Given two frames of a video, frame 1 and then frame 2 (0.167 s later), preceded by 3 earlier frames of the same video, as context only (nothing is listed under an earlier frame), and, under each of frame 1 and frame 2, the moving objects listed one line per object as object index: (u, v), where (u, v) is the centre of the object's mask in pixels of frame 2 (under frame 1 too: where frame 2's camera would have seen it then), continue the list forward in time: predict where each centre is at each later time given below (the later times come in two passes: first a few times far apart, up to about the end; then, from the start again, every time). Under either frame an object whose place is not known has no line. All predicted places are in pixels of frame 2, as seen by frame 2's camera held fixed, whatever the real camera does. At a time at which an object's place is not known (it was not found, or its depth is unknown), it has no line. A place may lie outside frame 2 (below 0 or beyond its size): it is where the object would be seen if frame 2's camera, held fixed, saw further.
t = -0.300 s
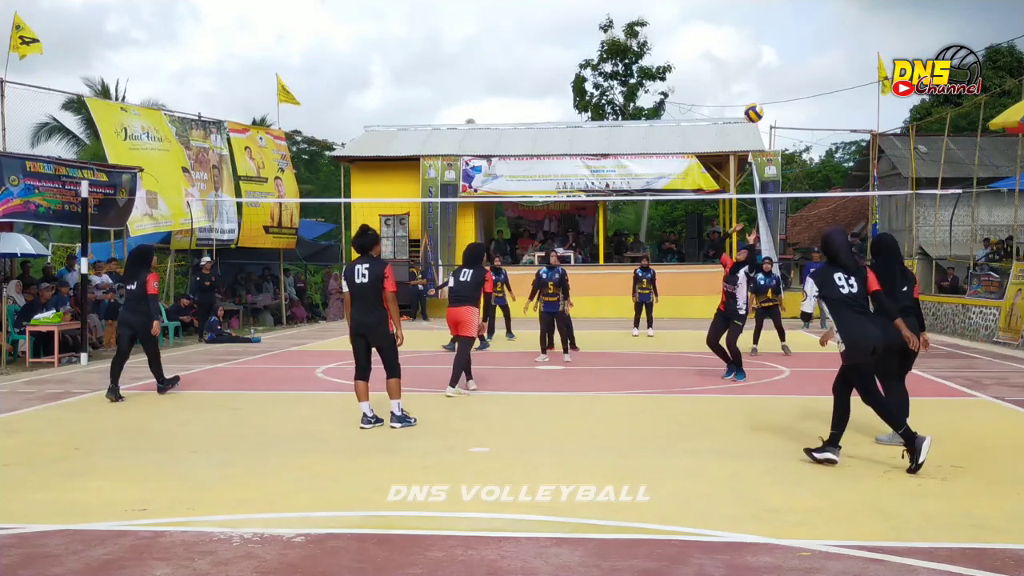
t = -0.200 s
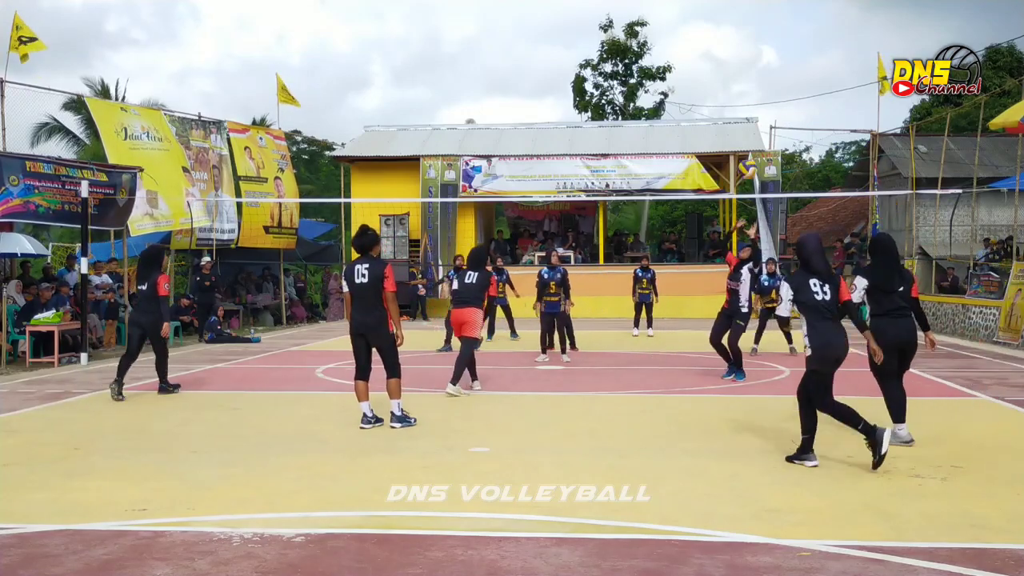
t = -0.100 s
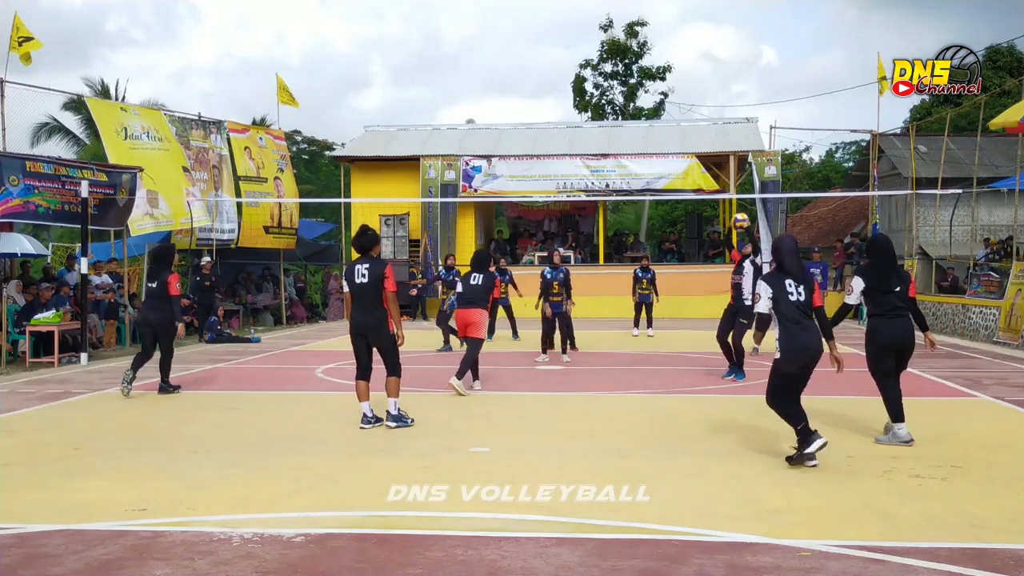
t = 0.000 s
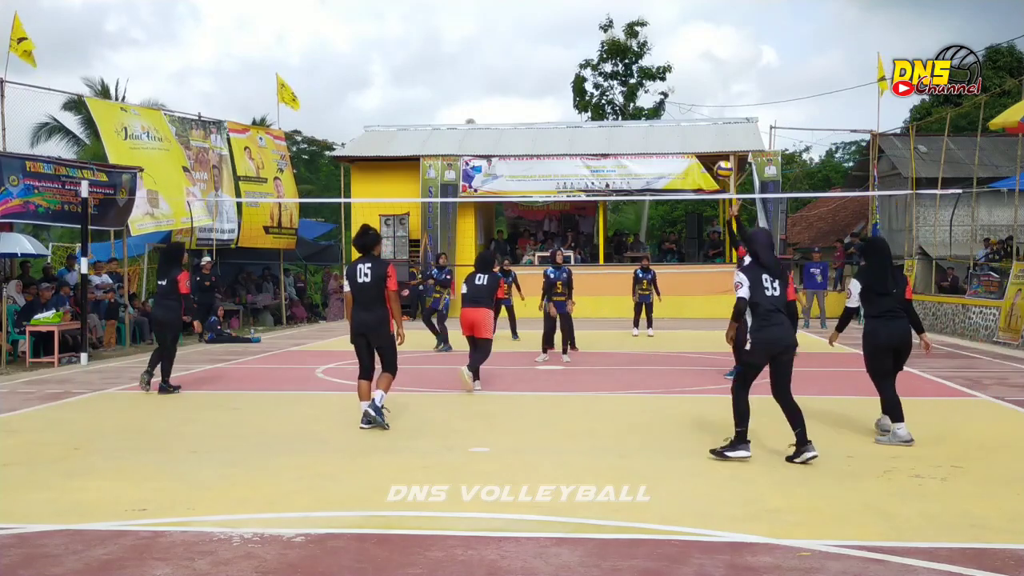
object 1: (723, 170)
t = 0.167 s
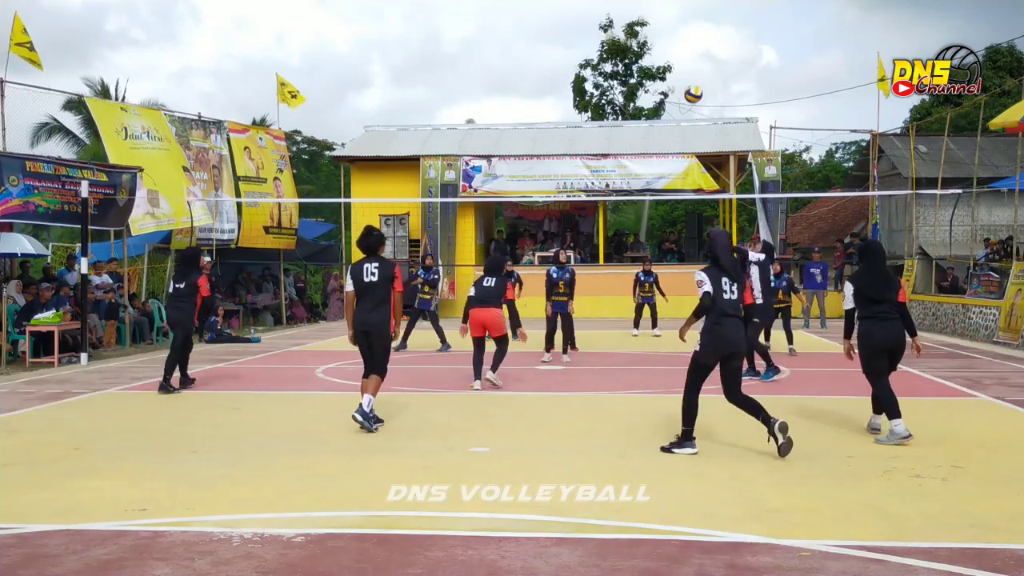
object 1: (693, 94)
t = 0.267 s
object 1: (675, 61)
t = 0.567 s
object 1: (625, 14)
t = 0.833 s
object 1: (582, 38)
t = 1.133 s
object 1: (537, 134)
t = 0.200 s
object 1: (687, 82)
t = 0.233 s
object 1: (681, 71)
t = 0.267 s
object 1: (675, 61)
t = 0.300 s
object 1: (669, 52)
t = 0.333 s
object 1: (664, 44)
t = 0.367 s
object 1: (658, 37)
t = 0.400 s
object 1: (652, 31)
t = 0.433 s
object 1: (647, 25)
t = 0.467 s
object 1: (641, 21)
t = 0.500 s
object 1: (636, 18)
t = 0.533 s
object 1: (631, 16)
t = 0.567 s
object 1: (625, 14)
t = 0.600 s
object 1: (619, 14)
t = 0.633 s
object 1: (614, 15)
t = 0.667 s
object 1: (608, 17)
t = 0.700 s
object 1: (603, 20)
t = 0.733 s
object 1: (598, 22)
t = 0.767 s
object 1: (593, 26)
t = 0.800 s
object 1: (587, 32)
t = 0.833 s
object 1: (582, 38)
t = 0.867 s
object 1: (577, 45)
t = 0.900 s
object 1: (572, 53)
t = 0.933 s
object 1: (566, 62)
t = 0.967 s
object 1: (561, 72)
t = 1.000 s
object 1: (557, 82)
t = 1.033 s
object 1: (552, 94)
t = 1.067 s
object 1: (547, 106)
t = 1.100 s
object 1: (542, 120)
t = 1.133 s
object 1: (537, 134)
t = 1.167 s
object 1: (533, 149)
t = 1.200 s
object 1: (529, 164)
